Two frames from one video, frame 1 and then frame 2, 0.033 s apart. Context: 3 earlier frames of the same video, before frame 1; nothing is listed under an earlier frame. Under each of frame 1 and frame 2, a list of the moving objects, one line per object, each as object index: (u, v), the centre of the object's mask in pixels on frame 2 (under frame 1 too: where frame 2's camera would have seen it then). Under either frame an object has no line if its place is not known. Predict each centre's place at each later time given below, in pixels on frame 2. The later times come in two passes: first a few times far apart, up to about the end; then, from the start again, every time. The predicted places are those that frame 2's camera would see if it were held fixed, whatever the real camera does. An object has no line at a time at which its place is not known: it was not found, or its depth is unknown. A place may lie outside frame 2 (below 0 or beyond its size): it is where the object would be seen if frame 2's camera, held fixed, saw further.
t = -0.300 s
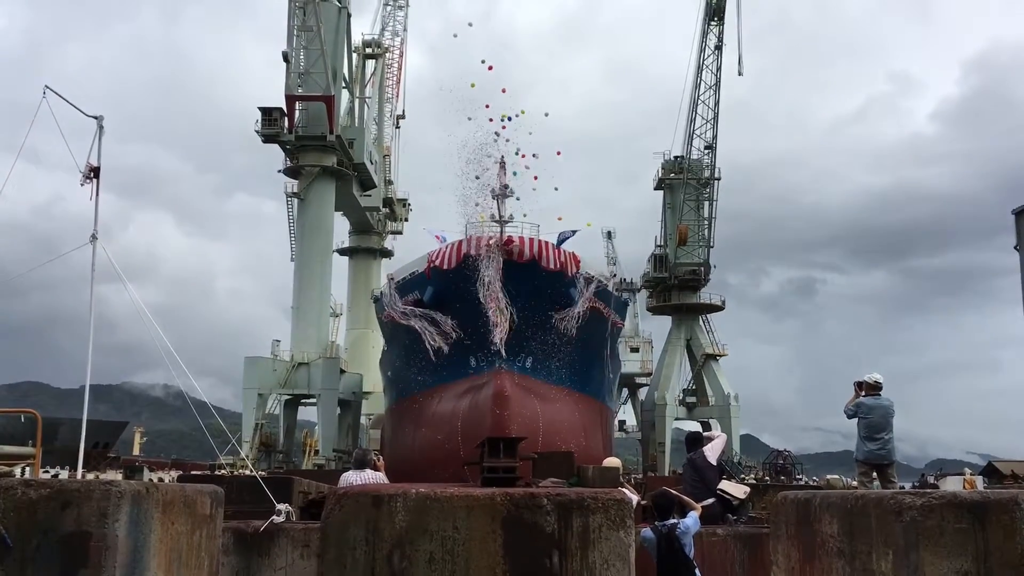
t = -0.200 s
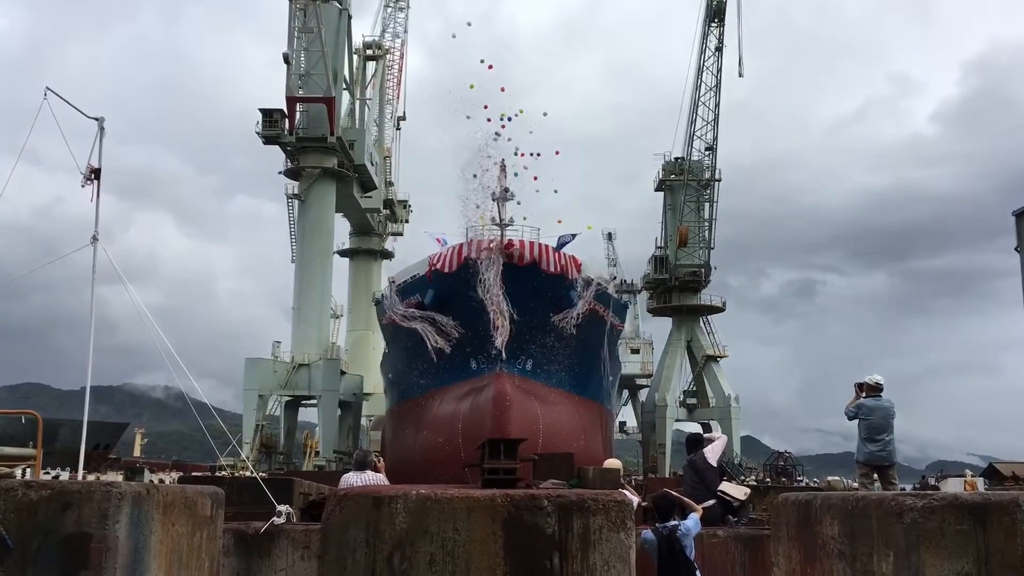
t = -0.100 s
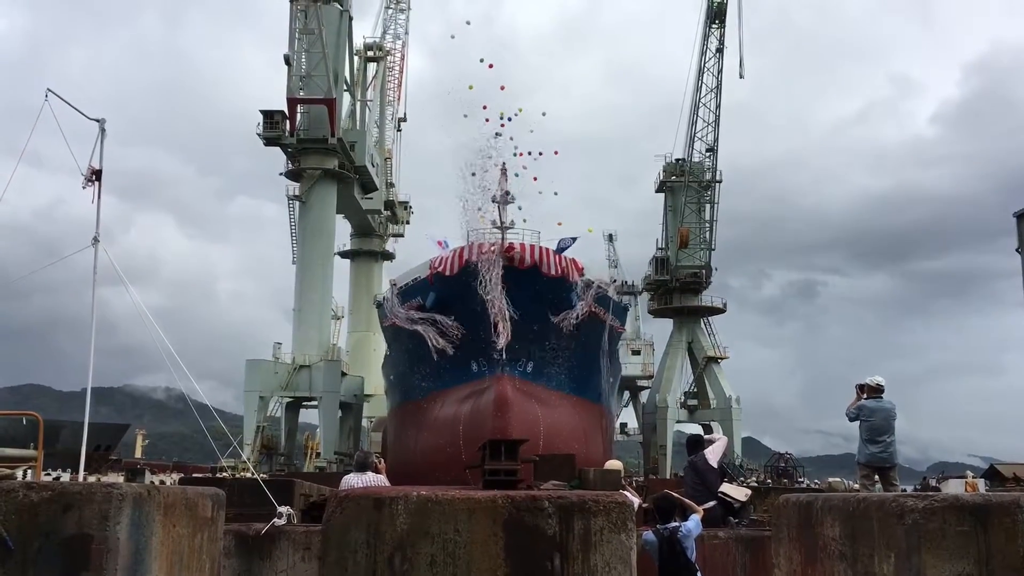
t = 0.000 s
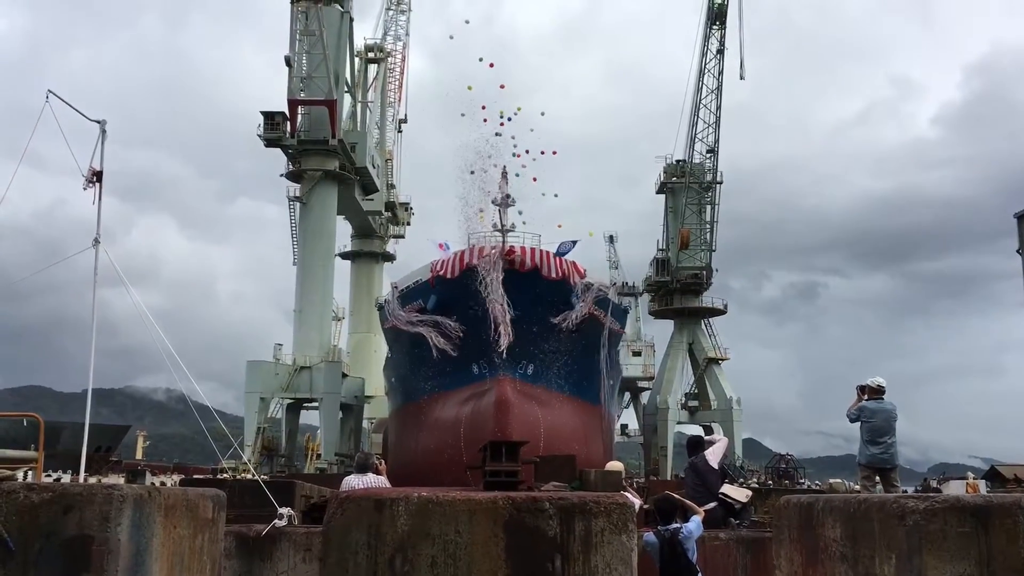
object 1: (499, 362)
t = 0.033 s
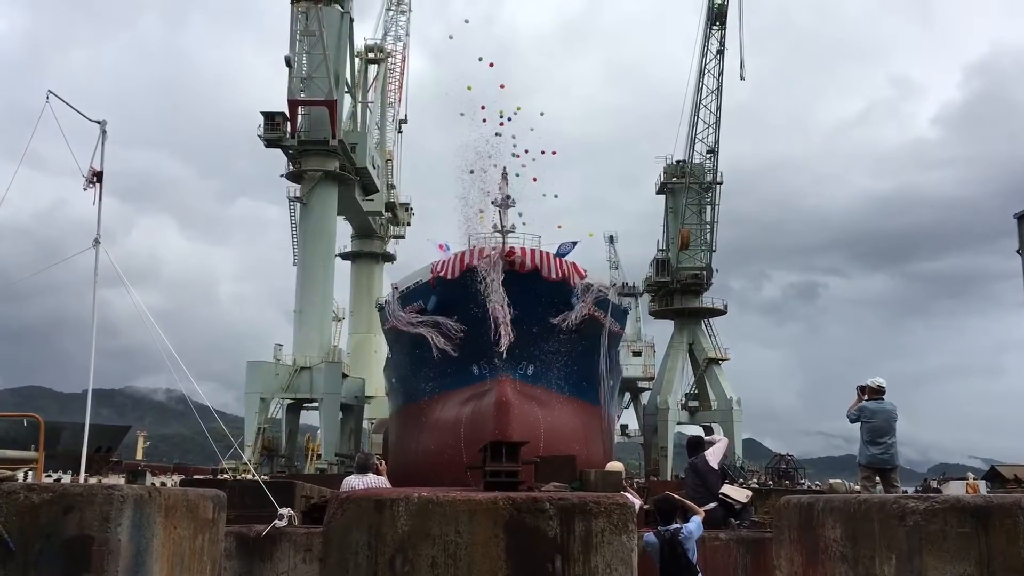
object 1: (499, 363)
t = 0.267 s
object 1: (499, 364)
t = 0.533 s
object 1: (499, 367)
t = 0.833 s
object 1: (498, 370)
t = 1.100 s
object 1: (499, 373)
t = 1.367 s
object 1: (499, 376)
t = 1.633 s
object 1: (498, 376)
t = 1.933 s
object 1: (498, 379)
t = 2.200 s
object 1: (498, 382)
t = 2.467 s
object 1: (497, 382)
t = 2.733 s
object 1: (499, 382)
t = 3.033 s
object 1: (499, 385)
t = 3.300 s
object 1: (498, 387)
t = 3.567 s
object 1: (500, 390)
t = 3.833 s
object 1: (500, 391)
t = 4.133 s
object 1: (500, 393)
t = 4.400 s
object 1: (501, 394)
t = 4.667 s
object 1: (500, 395)
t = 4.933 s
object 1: (500, 396)
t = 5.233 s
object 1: (500, 398)
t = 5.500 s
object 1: (500, 397)
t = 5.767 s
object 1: (499, 397)
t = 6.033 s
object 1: (498, 397)
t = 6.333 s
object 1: (499, 397)
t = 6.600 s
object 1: (509, 391)
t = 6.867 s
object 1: (511, 396)
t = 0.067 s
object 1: (499, 363)
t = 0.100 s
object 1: (499, 363)
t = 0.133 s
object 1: (499, 363)
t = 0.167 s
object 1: (499, 363)
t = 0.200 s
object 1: (499, 364)
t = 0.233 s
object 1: (499, 364)
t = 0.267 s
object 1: (499, 364)
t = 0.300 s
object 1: (499, 365)
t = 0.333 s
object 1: (499, 365)
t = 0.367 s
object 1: (499, 365)
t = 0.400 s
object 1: (499, 365)
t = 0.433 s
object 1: (499, 366)
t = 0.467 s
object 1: (499, 366)
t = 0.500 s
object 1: (499, 367)
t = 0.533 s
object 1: (499, 367)
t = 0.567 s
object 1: (499, 367)
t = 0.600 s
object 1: (499, 367)
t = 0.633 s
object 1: (499, 368)
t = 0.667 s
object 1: (499, 368)
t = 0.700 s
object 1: (499, 368)
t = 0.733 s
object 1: (499, 369)
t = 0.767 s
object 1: (499, 369)
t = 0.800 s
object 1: (499, 369)
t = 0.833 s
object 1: (498, 370)
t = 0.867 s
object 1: (498, 371)
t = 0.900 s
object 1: (498, 371)
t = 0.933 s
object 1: (498, 371)
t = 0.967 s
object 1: (498, 371)
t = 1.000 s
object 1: (498, 372)
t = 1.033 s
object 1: (498, 373)
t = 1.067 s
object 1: (498, 373)
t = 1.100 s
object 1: (499, 373)
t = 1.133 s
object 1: (499, 374)
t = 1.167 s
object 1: (499, 374)
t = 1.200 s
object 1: (499, 374)
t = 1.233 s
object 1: (499, 374)
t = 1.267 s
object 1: (499, 374)
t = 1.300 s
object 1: (499, 375)
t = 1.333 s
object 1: (499, 374)
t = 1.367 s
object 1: (499, 376)
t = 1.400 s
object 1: (499, 376)
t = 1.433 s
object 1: (499, 375)
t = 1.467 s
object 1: (499, 375)
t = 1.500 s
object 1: (498, 376)
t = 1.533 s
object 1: (499, 376)
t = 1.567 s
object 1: (498, 376)
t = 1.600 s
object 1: (498, 376)
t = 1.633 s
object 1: (498, 376)
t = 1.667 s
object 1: (498, 376)
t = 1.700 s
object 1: (498, 377)
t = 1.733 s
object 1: (498, 377)
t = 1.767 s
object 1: (498, 377)
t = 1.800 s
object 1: (498, 378)
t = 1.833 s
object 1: (498, 379)
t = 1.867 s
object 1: (498, 378)
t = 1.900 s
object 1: (498, 379)
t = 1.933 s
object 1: (498, 379)
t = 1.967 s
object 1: (498, 379)
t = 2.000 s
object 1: (498, 379)
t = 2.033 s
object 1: (498, 380)
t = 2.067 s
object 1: (498, 381)
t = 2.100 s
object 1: (499, 381)
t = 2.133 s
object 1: (498, 381)
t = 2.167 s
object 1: (498, 382)
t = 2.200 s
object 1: (498, 382)
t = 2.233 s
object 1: (498, 382)
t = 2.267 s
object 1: (498, 382)
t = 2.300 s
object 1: (498, 383)
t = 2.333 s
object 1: (498, 383)
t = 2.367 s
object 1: (498, 382)
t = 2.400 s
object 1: (498, 383)
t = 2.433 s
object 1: (497, 382)
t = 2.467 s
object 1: (497, 382)
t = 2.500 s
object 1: (497, 382)
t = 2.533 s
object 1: (497, 382)
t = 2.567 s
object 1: (497, 382)
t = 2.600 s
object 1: (497, 383)
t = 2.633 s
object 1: (500, 382)
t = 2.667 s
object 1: (499, 382)
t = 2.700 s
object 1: (499, 382)
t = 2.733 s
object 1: (499, 382)
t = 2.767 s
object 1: (499, 382)
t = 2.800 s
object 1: (499, 383)
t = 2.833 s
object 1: (499, 384)
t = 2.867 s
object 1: (499, 384)
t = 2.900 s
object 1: (499, 384)
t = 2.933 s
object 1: (499, 384)
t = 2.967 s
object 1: (499, 385)
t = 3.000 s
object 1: (499, 385)
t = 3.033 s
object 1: (499, 385)
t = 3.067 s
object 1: (499, 385)
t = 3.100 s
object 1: (499, 384)
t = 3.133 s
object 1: (498, 389)
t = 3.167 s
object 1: (499, 386)
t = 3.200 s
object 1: (499, 386)
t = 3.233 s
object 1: (499, 387)
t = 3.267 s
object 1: (498, 387)
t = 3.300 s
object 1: (498, 387)
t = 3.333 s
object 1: (498, 387)
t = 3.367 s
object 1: (499, 389)
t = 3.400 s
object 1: (498, 388)
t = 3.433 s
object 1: (498, 388)
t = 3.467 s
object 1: (499, 390)
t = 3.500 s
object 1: (498, 390)
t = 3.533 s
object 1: (500, 389)
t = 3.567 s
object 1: (500, 390)
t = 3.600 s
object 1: (500, 390)
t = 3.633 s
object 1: (500, 390)
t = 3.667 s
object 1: (500, 390)
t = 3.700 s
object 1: (500, 390)
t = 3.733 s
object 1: (500, 390)
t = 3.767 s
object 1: (500, 391)
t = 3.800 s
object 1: (500, 391)
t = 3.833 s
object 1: (500, 391)
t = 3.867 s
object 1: (500, 392)
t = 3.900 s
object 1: (500, 392)
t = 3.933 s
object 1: (500, 392)
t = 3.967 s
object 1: (500, 392)
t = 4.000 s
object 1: (500, 392)
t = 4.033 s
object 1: (500, 392)
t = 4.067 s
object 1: (500, 393)
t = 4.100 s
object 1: (500, 393)
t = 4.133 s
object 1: (500, 393)
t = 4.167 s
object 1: (500, 394)
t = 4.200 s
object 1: (500, 394)
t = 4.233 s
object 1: (500, 394)
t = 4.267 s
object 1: (500, 394)
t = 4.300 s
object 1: (500, 394)
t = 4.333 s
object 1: (500, 394)
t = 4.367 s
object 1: (501, 394)
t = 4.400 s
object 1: (501, 394)
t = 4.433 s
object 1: (501, 394)
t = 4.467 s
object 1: (501, 394)
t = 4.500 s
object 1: (500, 394)
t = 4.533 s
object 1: (501, 395)
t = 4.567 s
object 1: (500, 395)
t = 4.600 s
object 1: (500, 395)
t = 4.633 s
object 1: (500, 395)
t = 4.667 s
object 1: (500, 395)
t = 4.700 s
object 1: (500, 395)
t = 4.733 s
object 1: (500, 395)
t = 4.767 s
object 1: (500, 396)
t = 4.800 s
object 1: (500, 396)
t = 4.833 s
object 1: (500, 396)
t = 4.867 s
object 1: (500, 396)
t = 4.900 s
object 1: (500, 396)
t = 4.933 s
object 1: (500, 396)
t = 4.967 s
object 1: (500, 396)
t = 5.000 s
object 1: (500, 396)
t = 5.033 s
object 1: (500, 396)
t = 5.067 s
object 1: (500, 397)
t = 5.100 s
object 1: (500, 397)
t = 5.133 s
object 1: (500, 397)
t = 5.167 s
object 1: (500, 397)
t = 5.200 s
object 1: (500, 398)
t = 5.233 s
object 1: (500, 398)
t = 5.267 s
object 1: (500, 397)
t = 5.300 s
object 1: (500, 397)
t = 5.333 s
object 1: (500, 397)
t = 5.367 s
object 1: (500, 397)
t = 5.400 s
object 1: (500, 397)
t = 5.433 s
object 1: (500, 397)
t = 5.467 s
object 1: (499, 397)
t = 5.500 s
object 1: (500, 397)
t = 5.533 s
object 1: (499, 397)
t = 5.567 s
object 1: (500, 397)
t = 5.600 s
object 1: (499, 397)
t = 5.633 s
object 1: (499, 397)
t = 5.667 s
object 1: (499, 397)
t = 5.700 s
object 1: (499, 397)
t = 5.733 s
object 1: (499, 397)
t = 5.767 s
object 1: (499, 397)
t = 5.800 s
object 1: (499, 398)
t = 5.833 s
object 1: (499, 398)
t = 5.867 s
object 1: (499, 398)
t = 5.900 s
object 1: (499, 391)
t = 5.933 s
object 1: (499, 397)
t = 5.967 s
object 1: (498, 397)
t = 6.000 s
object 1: (498, 397)
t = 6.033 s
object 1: (498, 397)
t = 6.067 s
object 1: (499, 398)
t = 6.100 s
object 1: (499, 397)
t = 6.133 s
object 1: (499, 397)
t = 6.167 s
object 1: (499, 398)
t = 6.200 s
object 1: (499, 397)
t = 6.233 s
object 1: (499, 397)
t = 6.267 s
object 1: (499, 397)
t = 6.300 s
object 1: (499, 397)
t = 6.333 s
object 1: (499, 397)
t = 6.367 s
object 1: (499, 397)
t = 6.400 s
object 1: (502, 392)
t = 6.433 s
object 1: (504, 391)
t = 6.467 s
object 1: (503, 392)
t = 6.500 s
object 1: (506, 390)
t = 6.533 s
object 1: (506, 391)
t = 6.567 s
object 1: (507, 392)
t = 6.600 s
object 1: (509, 391)
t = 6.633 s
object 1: (509, 391)
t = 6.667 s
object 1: (508, 394)
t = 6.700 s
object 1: (510, 393)
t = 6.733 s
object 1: (511, 394)
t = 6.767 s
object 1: (511, 394)
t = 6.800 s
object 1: (511, 395)
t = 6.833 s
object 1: (511, 395)
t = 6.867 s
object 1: (511, 396)
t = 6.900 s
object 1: (511, 395)
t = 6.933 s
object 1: (511, 395)
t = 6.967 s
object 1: (510, 395)
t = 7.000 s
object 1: (510, 395)
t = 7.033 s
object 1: (510, 394)
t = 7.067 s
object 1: (511, 394)
